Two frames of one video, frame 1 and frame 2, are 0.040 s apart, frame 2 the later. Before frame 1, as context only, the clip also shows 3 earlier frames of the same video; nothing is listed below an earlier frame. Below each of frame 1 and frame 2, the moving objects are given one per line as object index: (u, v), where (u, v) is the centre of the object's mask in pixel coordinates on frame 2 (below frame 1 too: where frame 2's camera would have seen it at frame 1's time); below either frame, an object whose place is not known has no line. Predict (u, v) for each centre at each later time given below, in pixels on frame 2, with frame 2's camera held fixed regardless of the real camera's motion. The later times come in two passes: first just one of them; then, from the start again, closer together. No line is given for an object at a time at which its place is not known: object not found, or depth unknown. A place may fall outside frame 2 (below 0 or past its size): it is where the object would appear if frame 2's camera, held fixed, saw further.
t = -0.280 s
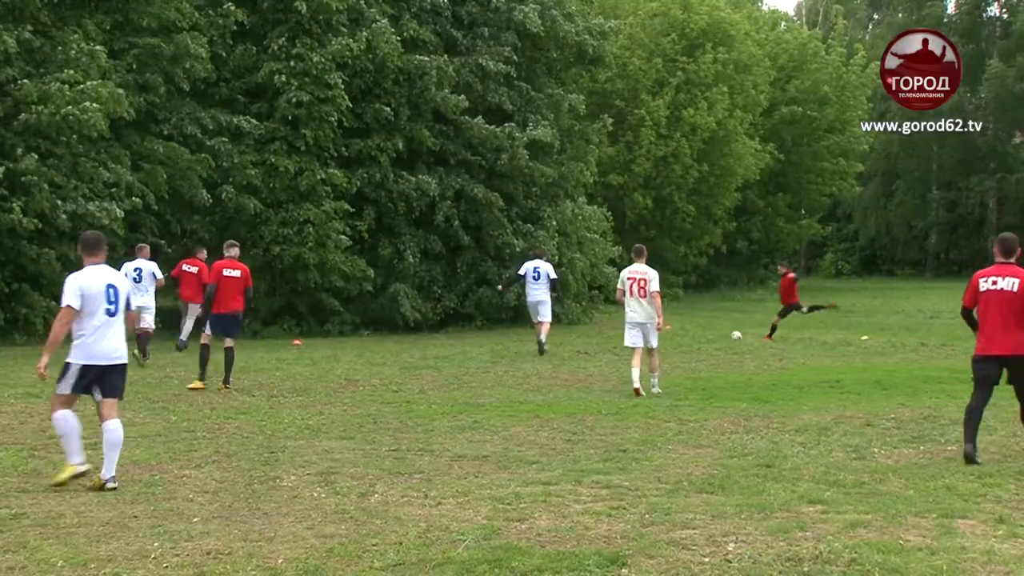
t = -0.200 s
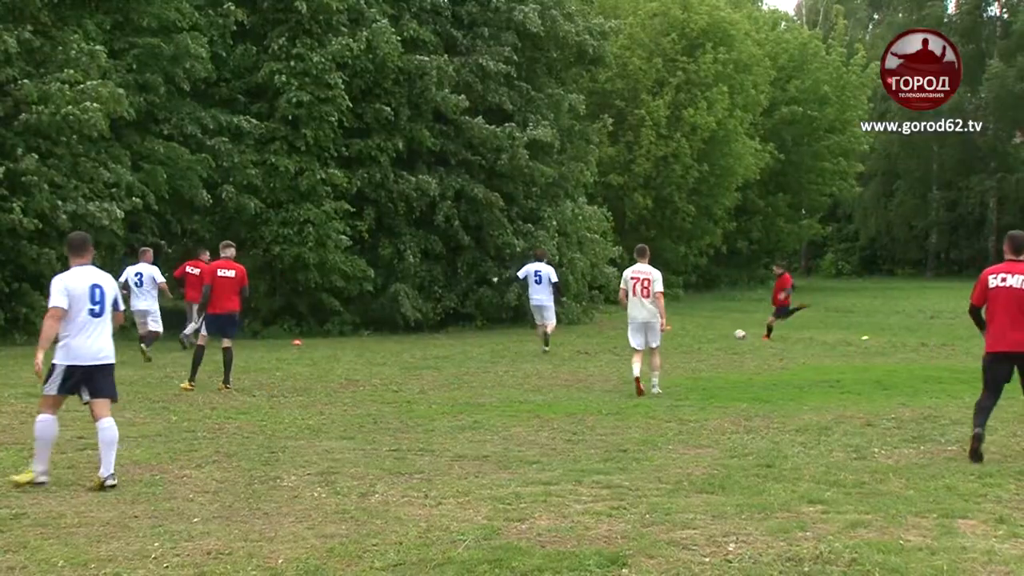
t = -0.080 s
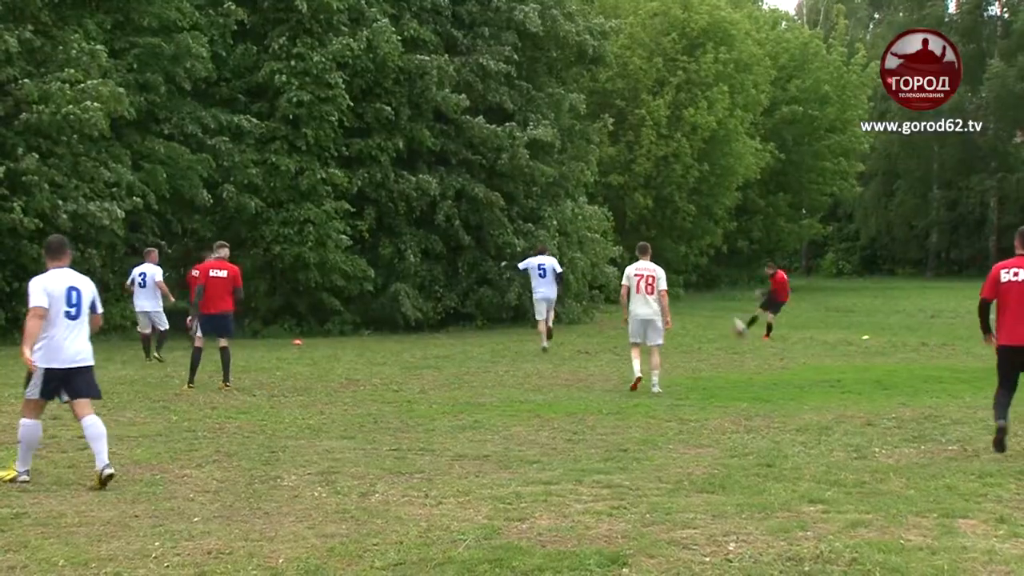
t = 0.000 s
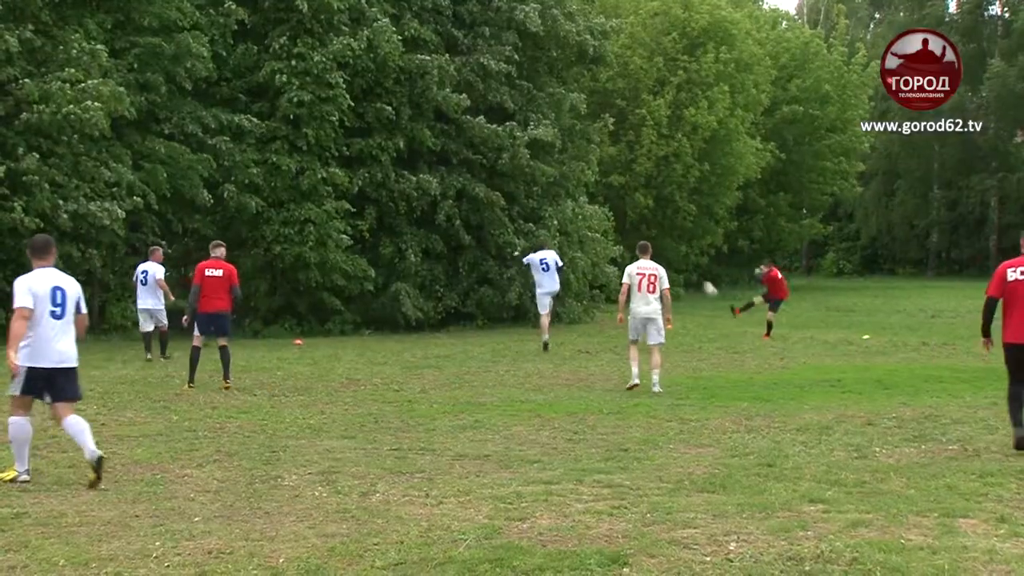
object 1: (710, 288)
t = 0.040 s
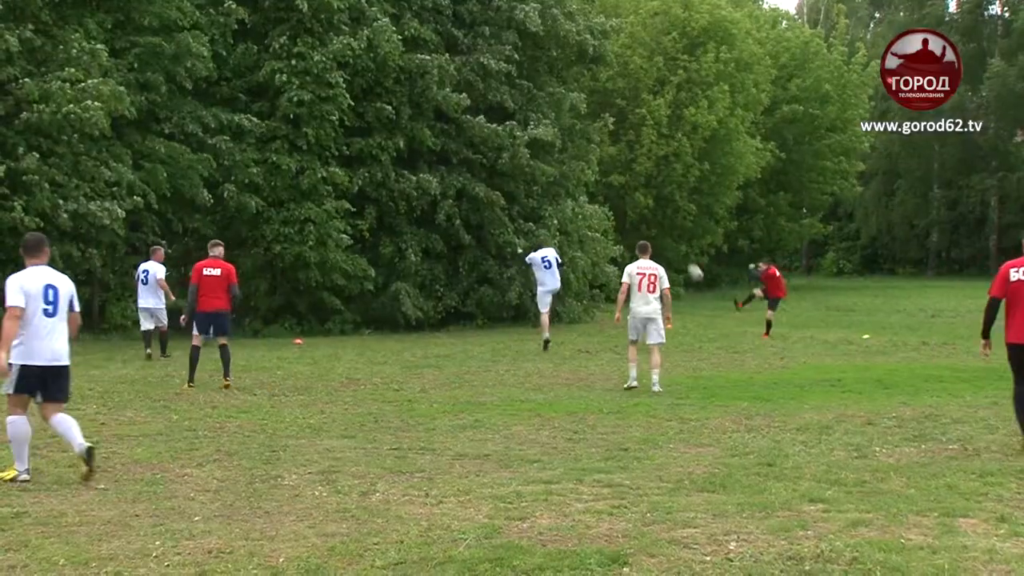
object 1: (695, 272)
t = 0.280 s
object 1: (610, 171)
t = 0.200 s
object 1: (638, 203)
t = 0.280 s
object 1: (610, 171)
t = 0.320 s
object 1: (596, 155)
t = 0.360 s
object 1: (582, 140)
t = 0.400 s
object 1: (569, 125)
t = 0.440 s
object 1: (555, 111)
